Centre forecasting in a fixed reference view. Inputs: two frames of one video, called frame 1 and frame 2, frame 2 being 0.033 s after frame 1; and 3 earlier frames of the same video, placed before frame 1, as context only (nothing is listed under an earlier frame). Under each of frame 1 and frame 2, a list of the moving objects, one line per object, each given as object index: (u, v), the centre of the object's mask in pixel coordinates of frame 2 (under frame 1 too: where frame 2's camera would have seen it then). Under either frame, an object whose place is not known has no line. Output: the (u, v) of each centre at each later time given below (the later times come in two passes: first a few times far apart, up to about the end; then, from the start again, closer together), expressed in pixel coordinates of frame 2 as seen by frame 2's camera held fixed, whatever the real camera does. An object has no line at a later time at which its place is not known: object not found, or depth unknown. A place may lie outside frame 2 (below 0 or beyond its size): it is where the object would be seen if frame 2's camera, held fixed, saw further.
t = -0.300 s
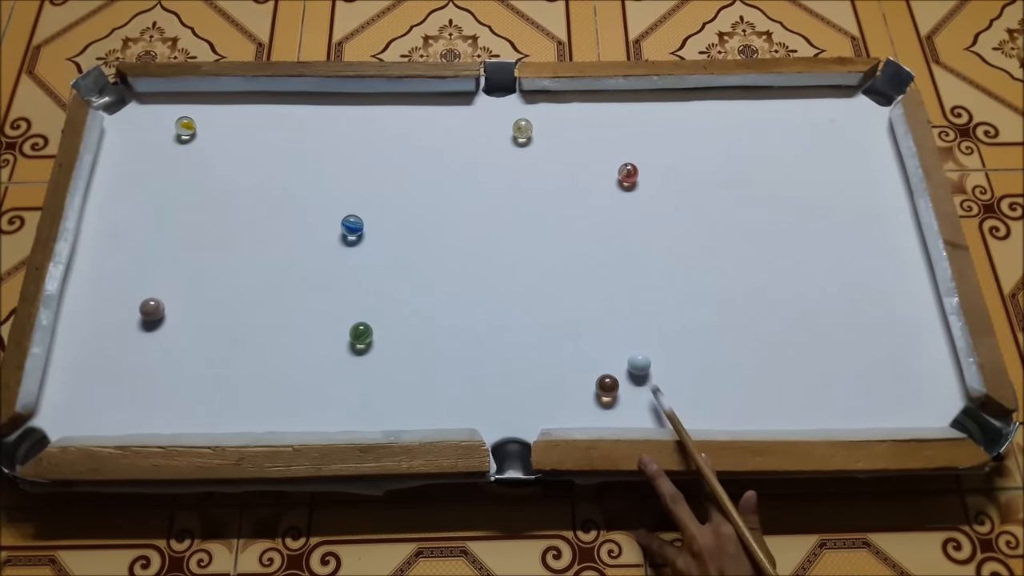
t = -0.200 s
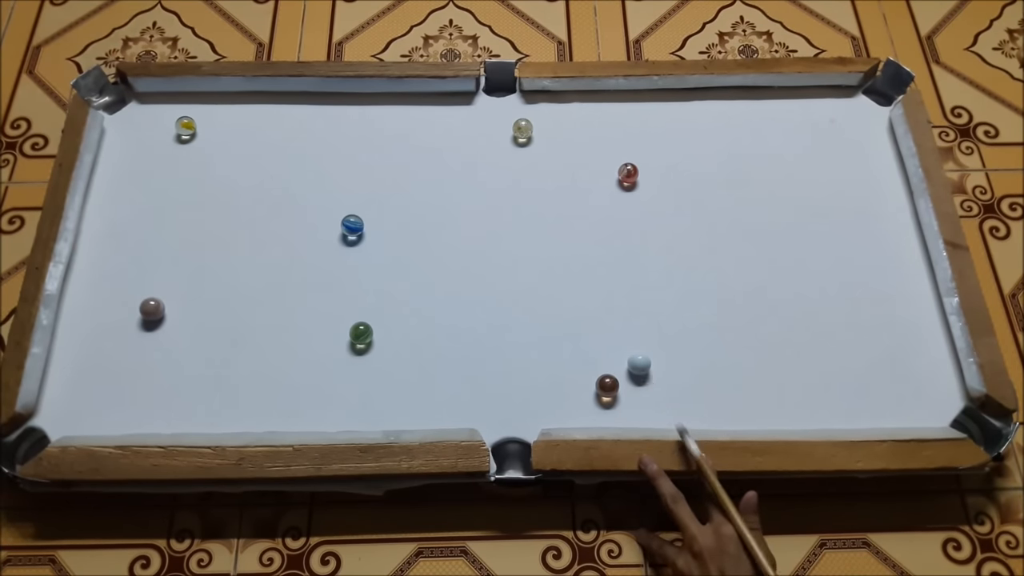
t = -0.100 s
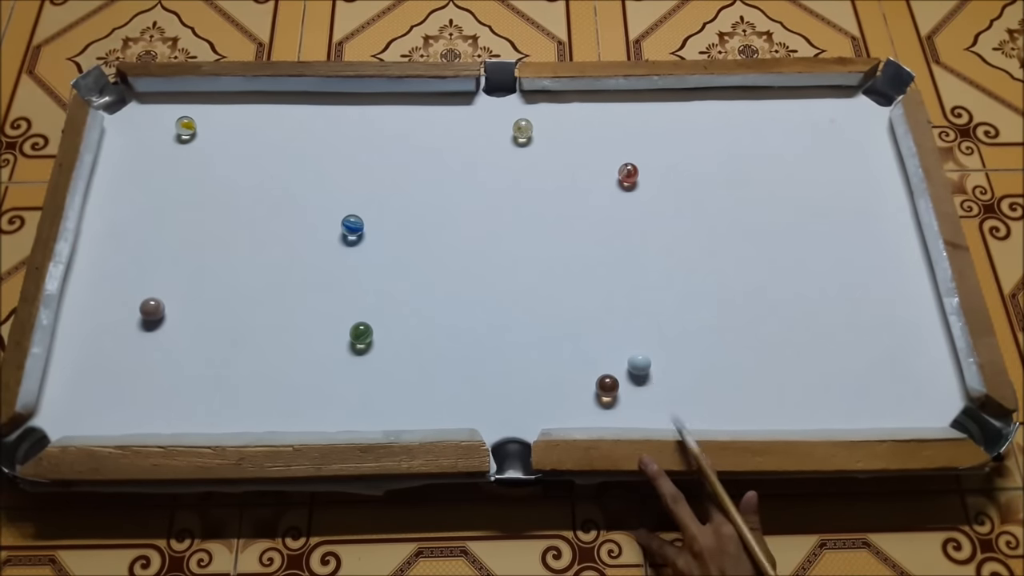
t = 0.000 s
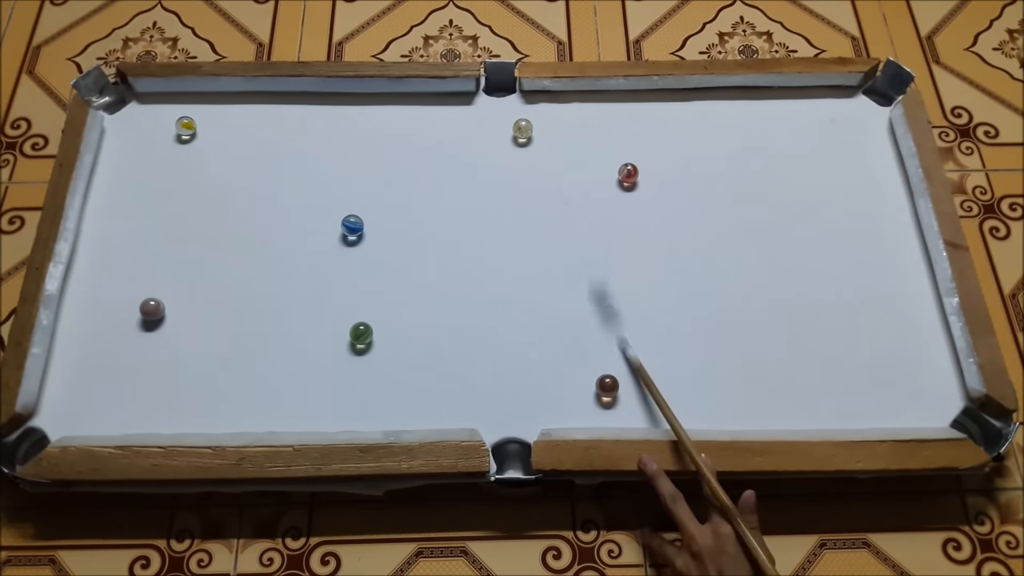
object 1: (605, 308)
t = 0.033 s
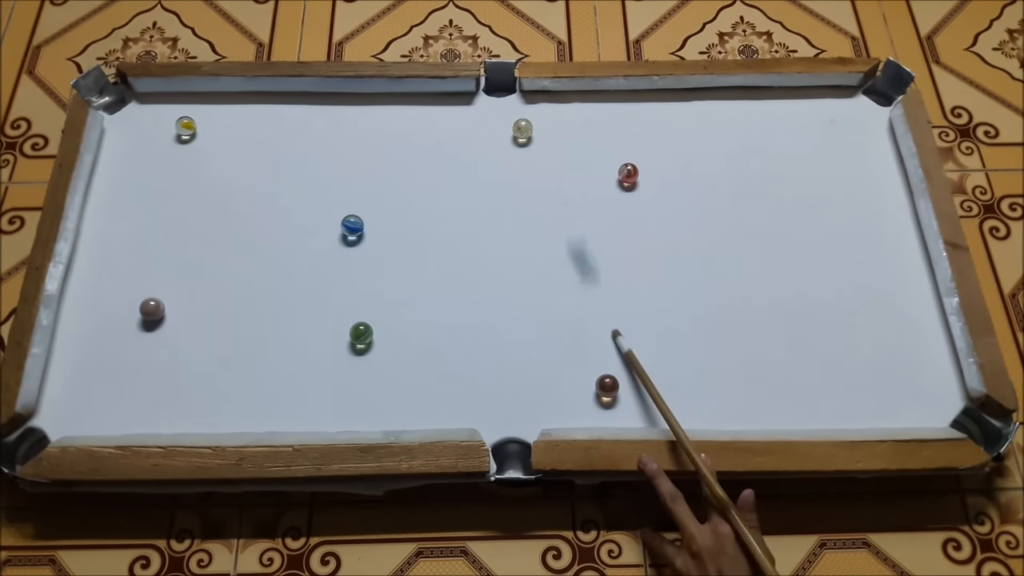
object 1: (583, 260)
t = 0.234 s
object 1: (528, 144)
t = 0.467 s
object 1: (521, 130)
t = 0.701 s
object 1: (516, 123)
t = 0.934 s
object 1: (514, 119)
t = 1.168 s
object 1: (514, 119)
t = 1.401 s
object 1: (514, 119)
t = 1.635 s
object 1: (514, 119)
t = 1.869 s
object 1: (514, 119)
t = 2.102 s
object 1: (514, 119)
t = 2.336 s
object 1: (514, 119)
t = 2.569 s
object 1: (514, 119)
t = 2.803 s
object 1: (514, 119)
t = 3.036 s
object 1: (514, 119)
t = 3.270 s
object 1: (514, 119)
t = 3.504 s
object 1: (514, 119)
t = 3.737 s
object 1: (514, 119)
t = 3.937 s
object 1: (514, 119)
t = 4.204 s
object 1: (514, 119)
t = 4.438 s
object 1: (514, 119)
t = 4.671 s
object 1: (514, 119)
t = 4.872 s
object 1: (514, 119)
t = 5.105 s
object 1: (514, 119)
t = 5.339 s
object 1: (514, 119)
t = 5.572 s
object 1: (514, 119)
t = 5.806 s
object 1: (514, 119)
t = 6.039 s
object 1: (514, 119)
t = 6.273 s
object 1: (514, 119)
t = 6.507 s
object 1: (514, 119)
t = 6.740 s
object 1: (514, 119)
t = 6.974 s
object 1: (514, 120)
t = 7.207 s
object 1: (514, 119)
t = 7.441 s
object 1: (514, 119)
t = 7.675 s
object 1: (514, 119)
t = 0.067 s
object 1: (564, 222)
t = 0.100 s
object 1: (545, 183)
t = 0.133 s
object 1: (530, 150)
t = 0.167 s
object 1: (530, 148)
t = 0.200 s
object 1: (529, 146)
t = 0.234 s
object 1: (528, 144)
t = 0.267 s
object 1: (527, 141)
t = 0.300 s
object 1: (527, 139)
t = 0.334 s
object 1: (525, 137)
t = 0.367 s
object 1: (524, 135)
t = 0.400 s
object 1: (523, 133)
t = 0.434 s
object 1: (522, 131)
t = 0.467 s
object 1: (521, 130)
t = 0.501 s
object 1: (521, 128)
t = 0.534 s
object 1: (520, 127)
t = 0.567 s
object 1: (519, 127)
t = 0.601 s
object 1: (518, 125)
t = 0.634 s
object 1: (517, 125)
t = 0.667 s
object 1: (517, 123)
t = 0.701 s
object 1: (516, 123)
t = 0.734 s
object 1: (515, 122)
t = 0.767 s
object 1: (515, 121)
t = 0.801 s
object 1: (515, 120)
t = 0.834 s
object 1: (514, 120)
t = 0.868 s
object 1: (514, 120)
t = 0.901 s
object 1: (514, 119)
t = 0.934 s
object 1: (514, 119)
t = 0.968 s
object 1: (514, 119)
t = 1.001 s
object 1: (513, 119)
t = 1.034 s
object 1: (514, 119)
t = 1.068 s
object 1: (514, 119)
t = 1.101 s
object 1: (514, 119)
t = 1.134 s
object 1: (514, 119)
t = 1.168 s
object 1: (514, 119)
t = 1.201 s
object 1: (514, 119)
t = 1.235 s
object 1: (514, 119)
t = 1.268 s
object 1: (514, 119)
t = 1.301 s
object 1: (514, 119)
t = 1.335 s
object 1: (514, 119)
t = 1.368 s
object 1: (514, 119)
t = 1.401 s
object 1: (514, 119)
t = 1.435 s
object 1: (514, 119)
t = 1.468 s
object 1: (514, 119)
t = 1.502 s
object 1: (514, 119)
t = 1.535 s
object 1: (514, 119)
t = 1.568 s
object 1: (514, 119)
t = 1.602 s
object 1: (514, 119)
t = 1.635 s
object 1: (514, 119)
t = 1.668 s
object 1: (514, 119)
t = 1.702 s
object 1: (514, 119)
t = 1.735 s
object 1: (514, 119)
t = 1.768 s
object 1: (514, 119)
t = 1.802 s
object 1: (514, 119)
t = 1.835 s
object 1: (514, 119)
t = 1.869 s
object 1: (514, 119)
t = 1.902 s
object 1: (514, 119)
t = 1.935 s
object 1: (514, 119)
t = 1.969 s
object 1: (514, 119)
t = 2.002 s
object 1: (514, 119)
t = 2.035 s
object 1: (514, 119)
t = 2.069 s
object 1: (514, 119)
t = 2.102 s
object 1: (514, 119)
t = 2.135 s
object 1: (514, 119)
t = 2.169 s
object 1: (514, 119)
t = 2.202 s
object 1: (514, 119)
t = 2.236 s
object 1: (514, 119)
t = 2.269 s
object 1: (514, 119)
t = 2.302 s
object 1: (514, 119)
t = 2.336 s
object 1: (514, 119)
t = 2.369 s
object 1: (514, 119)
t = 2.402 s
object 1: (514, 119)
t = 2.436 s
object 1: (514, 119)
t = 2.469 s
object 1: (514, 119)
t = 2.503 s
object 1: (514, 119)
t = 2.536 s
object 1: (514, 119)
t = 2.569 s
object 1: (514, 119)
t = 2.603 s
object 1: (514, 119)
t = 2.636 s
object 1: (514, 119)
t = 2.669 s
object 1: (514, 119)
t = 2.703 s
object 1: (514, 119)
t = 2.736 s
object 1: (514, 119)
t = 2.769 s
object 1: (514, 119)
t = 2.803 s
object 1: (514, 119)
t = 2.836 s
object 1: (514, 119)
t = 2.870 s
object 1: (514, 119)
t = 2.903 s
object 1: (514, 119)
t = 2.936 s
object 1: (514, 119)
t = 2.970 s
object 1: (514, 119)
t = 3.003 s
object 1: (514, 119)
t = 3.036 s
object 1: (514, 119)
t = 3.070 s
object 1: (514, 119)
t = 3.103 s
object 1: (514, 119)
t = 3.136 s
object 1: (514, 119)
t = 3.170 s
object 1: (514, 119)
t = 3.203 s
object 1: (514, 119)
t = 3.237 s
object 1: (514, 119)
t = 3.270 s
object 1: (514, 119)
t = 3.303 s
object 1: (514, 119)
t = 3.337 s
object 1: (514, 119)
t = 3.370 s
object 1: (514, 119)
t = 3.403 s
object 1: (514, 119)
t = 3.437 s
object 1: (514, 119)
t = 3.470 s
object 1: (514, 119)
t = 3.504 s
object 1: (514, 119)
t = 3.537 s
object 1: (514, 119)
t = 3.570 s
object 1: (514, 119)
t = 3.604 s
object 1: (514, 119)
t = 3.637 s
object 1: (514, 119)
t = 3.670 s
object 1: (514, 119)
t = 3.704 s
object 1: (514, 119)
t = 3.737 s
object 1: (514, 119)
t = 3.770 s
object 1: (514, 119)
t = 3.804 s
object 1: (514, 119)
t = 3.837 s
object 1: (514, 119)
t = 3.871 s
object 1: (514, 119)
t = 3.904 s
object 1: (514, 119)
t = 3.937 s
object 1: (514, 119)
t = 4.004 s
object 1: (514, 119)
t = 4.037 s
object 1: (514, 119)
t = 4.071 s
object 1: (514, 119)
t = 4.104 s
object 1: (514, 119)
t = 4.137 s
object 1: (514, 119)
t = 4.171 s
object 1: (514, 119)
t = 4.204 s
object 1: (514, 119)
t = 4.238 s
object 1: (514, 119)
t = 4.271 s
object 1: (514, 119)
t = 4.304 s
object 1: (514, 119)
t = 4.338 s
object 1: (514, 119)
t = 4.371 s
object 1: (514, 119)
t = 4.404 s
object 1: (514, 119)
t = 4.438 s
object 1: (514, 119)
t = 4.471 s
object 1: (514, 119)
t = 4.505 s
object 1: (514, 119)
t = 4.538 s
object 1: (514, 119)
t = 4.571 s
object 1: (514, 119)
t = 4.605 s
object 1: (514, 119)
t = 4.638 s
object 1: (514, 119)
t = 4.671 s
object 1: (514, 119)
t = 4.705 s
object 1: (514, 119)
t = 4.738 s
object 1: (514, 119)
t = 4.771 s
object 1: (514, 119)
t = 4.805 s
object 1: (514, 119)
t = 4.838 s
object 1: (514, 119)
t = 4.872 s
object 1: (514, 119)
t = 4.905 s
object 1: (514, 119)
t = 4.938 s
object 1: (514, 119)
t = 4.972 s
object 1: (514, 119)
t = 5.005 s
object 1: (514, 119)
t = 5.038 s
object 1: (514, 119)
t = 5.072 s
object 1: (514, 119)
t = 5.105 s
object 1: (514, 119)
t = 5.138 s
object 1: (514, 119)
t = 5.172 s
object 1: (514, 119)
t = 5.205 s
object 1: (514, 119)
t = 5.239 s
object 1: (514, 119)
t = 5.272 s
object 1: (514, 119)
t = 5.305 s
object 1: (514, 119)
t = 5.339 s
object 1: (514, 119)
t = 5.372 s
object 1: (514, 119)
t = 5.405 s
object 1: (514, 119)
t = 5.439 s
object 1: (514, 120)
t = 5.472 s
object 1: (514, 120)
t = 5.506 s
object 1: (514, 119)
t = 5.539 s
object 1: (514, 119)
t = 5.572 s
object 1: (514, 119)
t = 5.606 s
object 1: (514, 119)
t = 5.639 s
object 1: (514, 119)
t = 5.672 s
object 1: (514, 119)
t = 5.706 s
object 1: (514, 119)
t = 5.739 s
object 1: (514, 119)
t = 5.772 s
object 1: (514, 119)
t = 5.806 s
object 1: (514, 119)
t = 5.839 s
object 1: (514, 119)
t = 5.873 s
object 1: (514, 119)
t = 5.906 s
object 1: (514, 119)
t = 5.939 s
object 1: (514, 119)
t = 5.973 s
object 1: (514, 119)
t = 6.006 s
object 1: (514, 119)
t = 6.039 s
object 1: (514, 119)
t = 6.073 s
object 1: (514, 119)
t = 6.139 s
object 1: (514, 119)
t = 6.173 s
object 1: (514, 119)
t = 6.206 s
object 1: (514, 119)
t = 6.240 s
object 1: (514, 119)
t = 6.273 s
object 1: (514, 119)
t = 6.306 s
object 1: (514, 119)
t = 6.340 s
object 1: (514, 119)
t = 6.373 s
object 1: (514, 119)
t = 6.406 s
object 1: (514, 119)
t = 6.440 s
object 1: (514, 119)
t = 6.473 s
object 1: (514, 119)
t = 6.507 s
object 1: (514, 119)
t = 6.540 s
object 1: (514, 119)
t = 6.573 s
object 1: (514, 119)
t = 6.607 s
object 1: (514, 119)
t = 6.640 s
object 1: (514, 119)
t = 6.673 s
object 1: (514, 119)
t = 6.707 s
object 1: (514, 119)
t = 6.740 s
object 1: (514, 119)
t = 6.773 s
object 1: (514, 120)
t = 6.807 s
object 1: (514, 120)
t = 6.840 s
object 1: (514, 120)
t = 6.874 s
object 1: (514, 120)
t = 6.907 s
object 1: (514, 120)
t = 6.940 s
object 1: (514, 120)
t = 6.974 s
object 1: (514, 120)
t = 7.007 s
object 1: (514, 120)
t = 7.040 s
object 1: (514, 120)
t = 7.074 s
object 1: (514, 120)
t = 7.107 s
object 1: (514, 120)
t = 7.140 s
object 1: (514, 120)
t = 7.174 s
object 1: (514, 120)
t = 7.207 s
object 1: (514, 119)
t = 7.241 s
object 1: (514, 120)
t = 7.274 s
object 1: (514, 119)
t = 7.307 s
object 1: (514, 119)
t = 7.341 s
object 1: (514, 119)
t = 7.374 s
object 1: (514, 119)
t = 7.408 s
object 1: (514, 119)
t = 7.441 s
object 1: (514, 119)
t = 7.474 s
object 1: (514, 119)
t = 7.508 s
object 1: (514, 119)
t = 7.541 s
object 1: (514, 119)
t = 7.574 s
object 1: (514, 119)
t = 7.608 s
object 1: (514, 119)
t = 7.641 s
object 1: (514, 119)
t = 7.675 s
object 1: (514, 119)
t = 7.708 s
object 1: (514, 119)
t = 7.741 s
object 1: (514, 119)
